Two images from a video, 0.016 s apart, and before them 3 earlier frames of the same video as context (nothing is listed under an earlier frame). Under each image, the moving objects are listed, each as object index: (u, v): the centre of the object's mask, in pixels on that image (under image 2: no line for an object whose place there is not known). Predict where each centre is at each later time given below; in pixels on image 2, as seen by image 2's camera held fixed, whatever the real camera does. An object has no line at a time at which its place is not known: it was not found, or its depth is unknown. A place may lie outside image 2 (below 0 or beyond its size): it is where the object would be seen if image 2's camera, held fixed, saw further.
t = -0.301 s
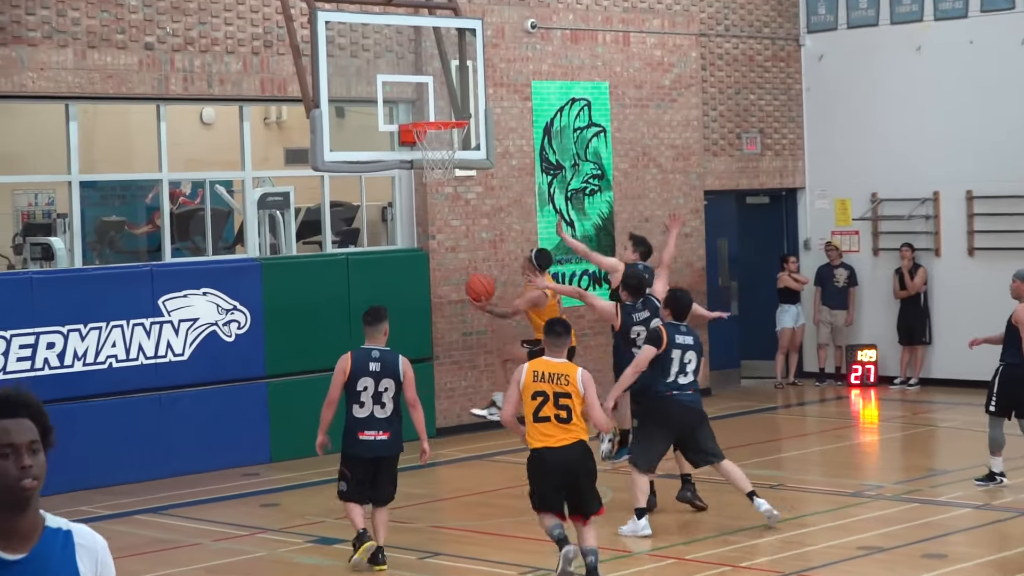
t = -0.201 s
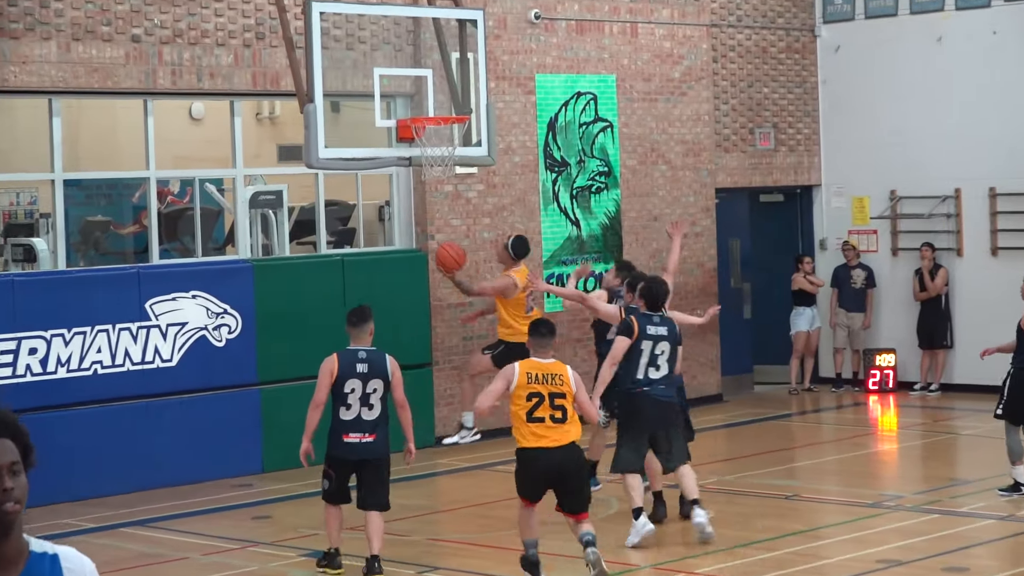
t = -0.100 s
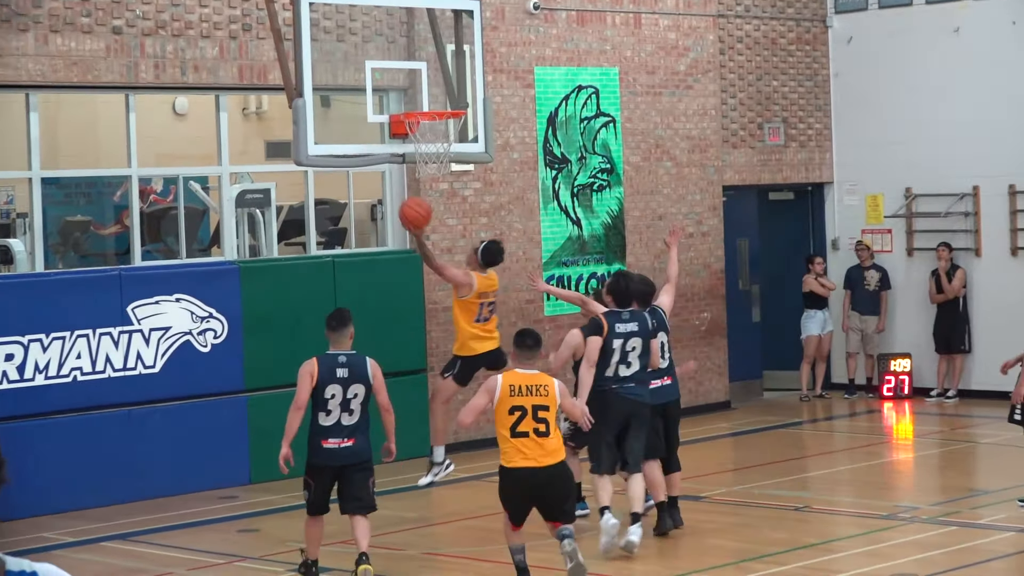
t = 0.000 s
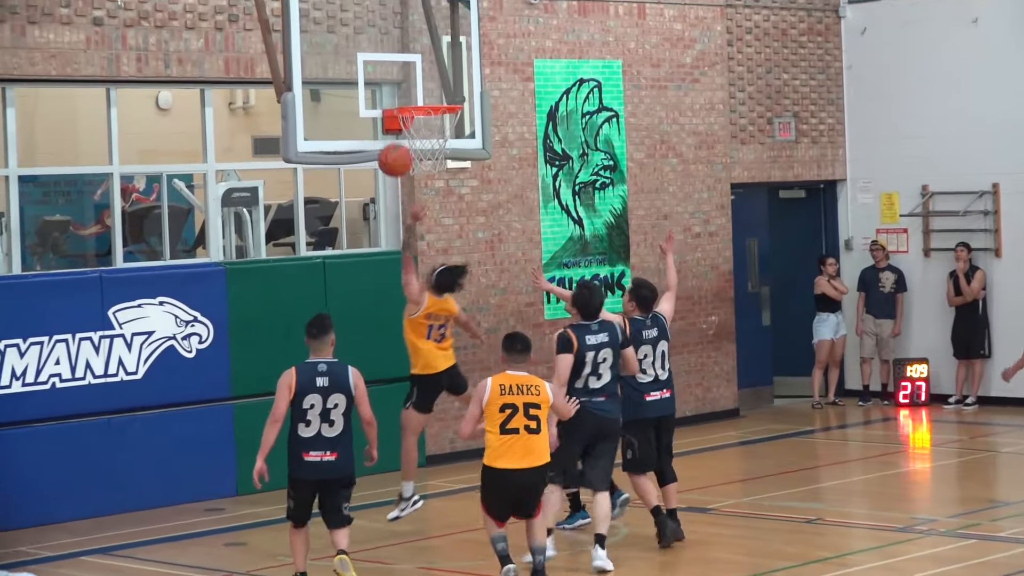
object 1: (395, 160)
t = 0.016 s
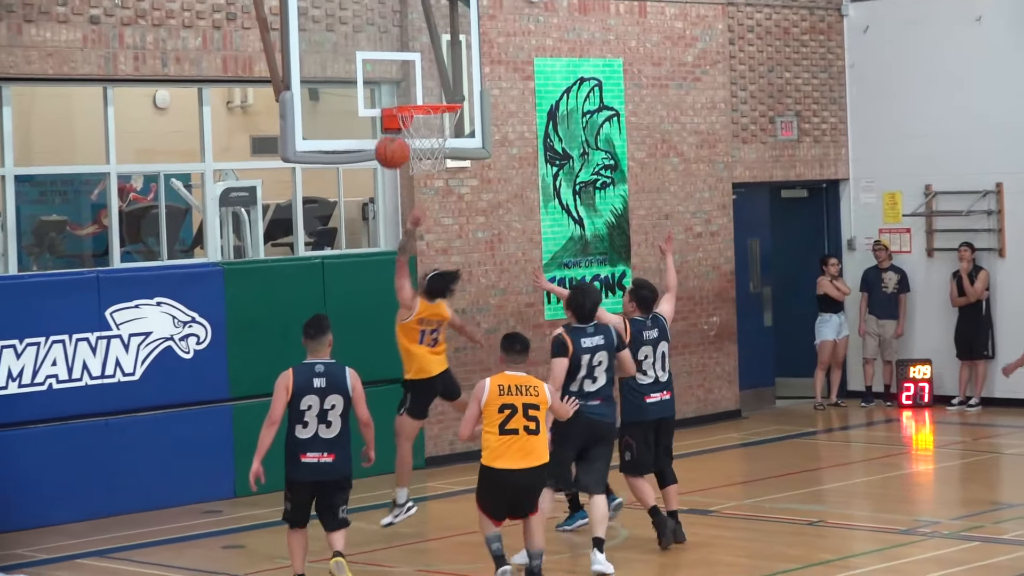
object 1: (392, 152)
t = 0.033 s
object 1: (390, 144)
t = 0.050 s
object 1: (388, 139)
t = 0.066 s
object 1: (386, 132)
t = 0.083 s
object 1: (384, 126)
